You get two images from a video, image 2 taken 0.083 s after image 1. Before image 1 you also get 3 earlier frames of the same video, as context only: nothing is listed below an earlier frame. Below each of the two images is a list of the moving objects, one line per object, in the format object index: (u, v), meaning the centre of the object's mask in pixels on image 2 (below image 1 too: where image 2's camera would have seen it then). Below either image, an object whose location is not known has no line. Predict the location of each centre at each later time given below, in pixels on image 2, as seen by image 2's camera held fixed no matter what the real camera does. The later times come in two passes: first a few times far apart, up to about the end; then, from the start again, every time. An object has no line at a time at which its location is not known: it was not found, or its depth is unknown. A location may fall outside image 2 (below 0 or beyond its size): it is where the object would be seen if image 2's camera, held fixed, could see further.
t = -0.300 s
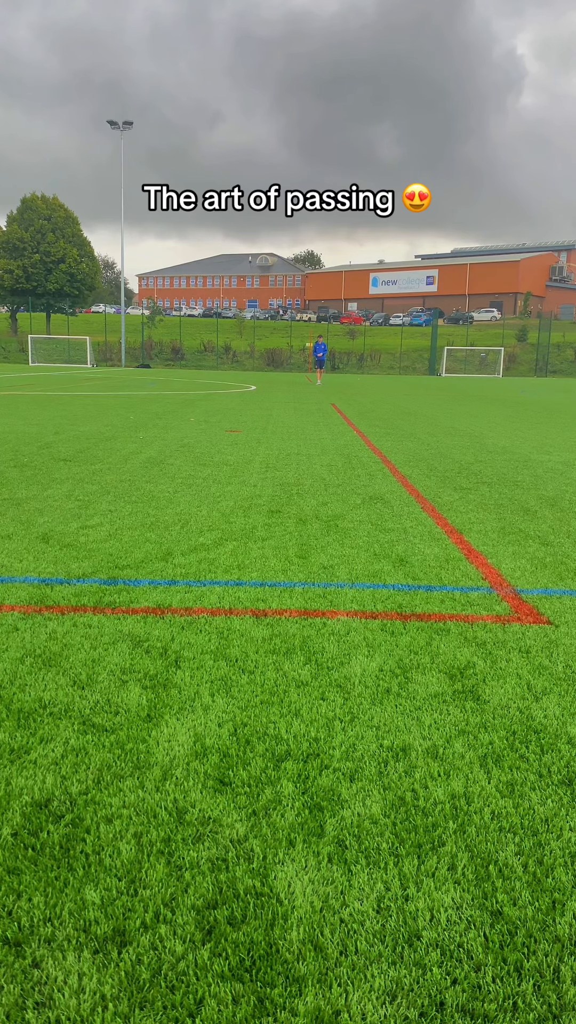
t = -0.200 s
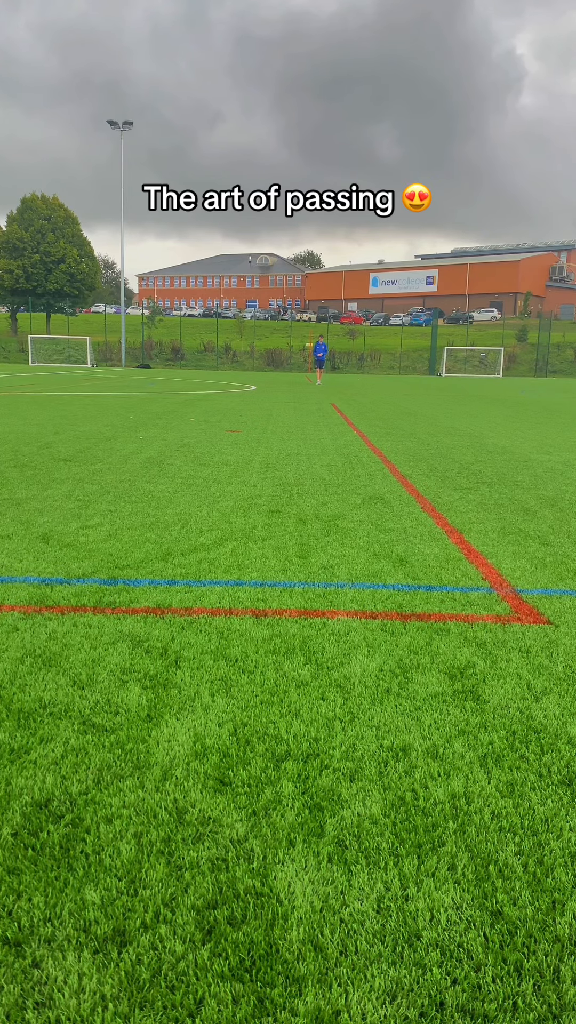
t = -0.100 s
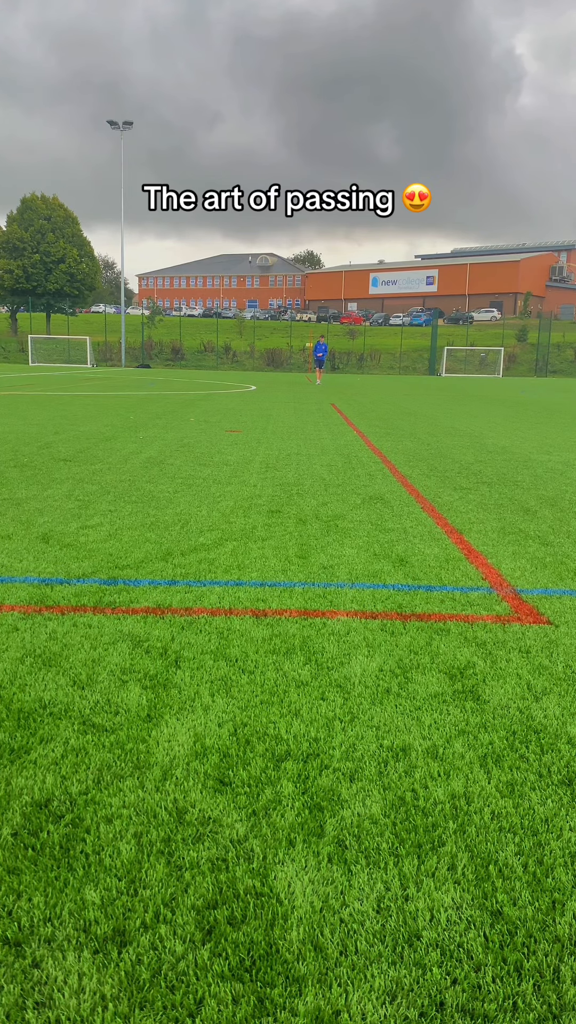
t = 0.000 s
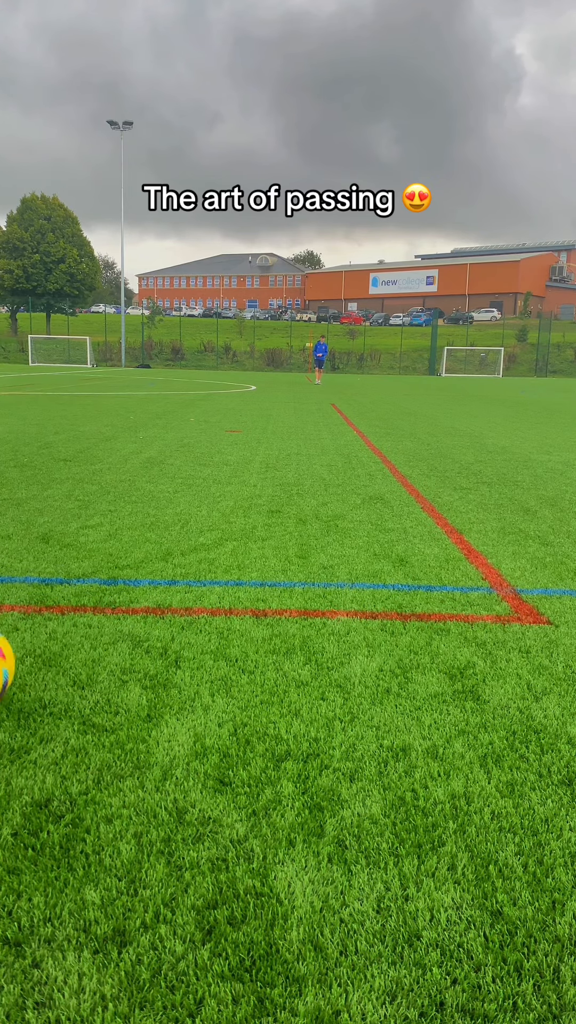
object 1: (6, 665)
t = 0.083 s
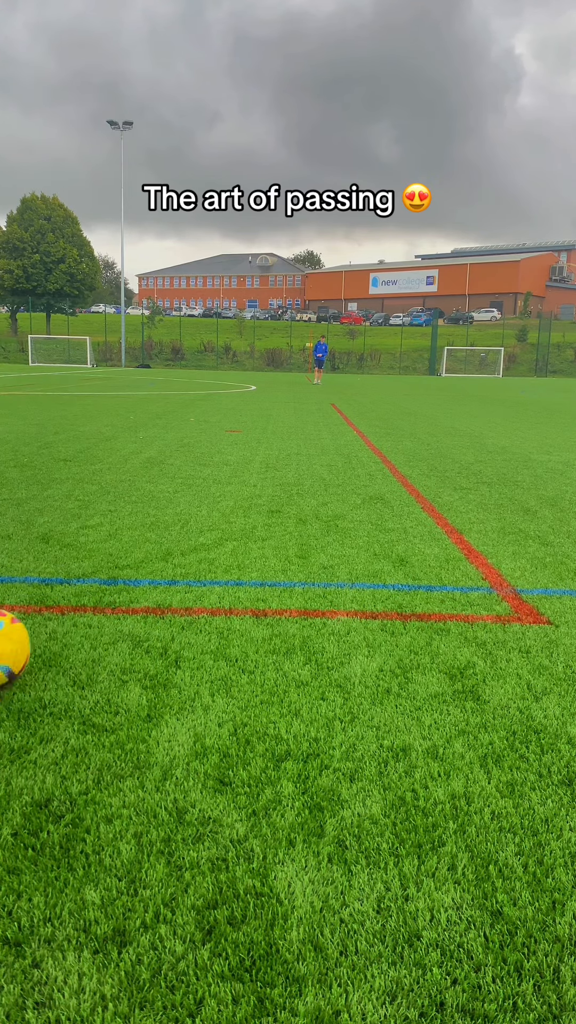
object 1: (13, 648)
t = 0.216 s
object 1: (23, 618)
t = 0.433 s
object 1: (43, 585)
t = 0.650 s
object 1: (65, 560)
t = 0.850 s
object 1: (77, 543)
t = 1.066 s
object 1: (89, 529)
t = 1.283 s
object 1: (97, 520)
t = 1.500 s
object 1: (104, 512)
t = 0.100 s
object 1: (14, 644)
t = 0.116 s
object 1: (15, 640)
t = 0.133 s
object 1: (17, 635)
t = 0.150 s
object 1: (18, 630)
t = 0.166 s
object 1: (19, 627)
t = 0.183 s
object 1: (21, 624)
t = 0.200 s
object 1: (22, 620)
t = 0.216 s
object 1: (23, 618)
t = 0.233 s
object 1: (25, 615)
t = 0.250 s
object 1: (26, 612)
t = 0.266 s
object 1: (27, 610)
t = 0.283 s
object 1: (29, 607)
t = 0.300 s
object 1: (30, 604)
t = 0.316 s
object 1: (31, 602)
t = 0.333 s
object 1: (33, 599)
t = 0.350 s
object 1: (34, 595)
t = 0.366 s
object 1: (36, 593)
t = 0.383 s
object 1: (38, 590)
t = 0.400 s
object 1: (40, 588)
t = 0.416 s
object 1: (42, 587)
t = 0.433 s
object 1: (43, 585)
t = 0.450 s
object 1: (45, 583)
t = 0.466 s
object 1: (48, 580)
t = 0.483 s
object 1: (49, 578)
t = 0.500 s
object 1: (51, 576)
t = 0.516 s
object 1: (53, 574)
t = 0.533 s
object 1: (55, 572)
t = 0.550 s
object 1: (56, 570)
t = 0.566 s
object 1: (58, 569)
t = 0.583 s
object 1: (59, 567)
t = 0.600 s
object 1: (61, 566)
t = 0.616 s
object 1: (62, 564)
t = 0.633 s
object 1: (64, 562)
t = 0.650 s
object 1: (65, 560)
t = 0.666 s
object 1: (66, 558)
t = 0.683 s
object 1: (67, 556)
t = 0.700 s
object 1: (68, 556)
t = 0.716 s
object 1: (69, 554)
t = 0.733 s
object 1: (70, 553)
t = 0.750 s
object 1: (71, 552)
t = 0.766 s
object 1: (72, 551)
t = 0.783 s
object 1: (73, 550)
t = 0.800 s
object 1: (74, 549)
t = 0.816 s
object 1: (75, 547)
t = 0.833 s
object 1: (76, 545)
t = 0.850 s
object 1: (77, 543)
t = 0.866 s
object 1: (78, 542)
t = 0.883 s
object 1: (79, 541)
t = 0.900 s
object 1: (80, 540)
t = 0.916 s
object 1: (81, 540)
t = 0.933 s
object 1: (82, 539)
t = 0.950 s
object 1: (83, 538)
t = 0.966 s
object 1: (85, 537)
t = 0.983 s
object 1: (85, 535)
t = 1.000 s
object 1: (86, 534)
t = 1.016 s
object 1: (87, 532)
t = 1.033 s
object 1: (88, 531)
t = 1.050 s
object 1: (88, 530)
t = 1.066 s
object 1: (89, 529)
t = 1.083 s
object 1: (90, 528)
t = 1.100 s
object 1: (91, 528)
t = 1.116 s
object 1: (91, 528)
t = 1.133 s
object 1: (92, 528)
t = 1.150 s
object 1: (93, 526)
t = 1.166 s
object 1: (93, 525)
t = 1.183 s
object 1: (94, 524)
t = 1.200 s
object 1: (94, 523)
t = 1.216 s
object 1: (95, 523)
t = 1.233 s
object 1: (96, 522)
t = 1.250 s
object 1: (96, 521)
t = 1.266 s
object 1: (96, 521)
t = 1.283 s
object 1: (97, 520)
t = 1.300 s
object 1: (98, 519)
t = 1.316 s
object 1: (99, 519)
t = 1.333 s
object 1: (99, 519)
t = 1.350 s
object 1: (100, 518)
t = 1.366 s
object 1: (101, 517)
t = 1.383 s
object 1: (101, 515)
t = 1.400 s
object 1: (102, 515)
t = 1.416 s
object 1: (102, 514)
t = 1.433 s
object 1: (102, 514)
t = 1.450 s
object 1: (103, 514)
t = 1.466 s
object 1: (103, 513)
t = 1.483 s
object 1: (104, 512)
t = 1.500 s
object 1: (104, 512)
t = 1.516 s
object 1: (104, 511)
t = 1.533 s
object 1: (104, 511)
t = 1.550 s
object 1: (104, 510)
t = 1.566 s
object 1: (104, 510)
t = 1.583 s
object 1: (104, 510)
